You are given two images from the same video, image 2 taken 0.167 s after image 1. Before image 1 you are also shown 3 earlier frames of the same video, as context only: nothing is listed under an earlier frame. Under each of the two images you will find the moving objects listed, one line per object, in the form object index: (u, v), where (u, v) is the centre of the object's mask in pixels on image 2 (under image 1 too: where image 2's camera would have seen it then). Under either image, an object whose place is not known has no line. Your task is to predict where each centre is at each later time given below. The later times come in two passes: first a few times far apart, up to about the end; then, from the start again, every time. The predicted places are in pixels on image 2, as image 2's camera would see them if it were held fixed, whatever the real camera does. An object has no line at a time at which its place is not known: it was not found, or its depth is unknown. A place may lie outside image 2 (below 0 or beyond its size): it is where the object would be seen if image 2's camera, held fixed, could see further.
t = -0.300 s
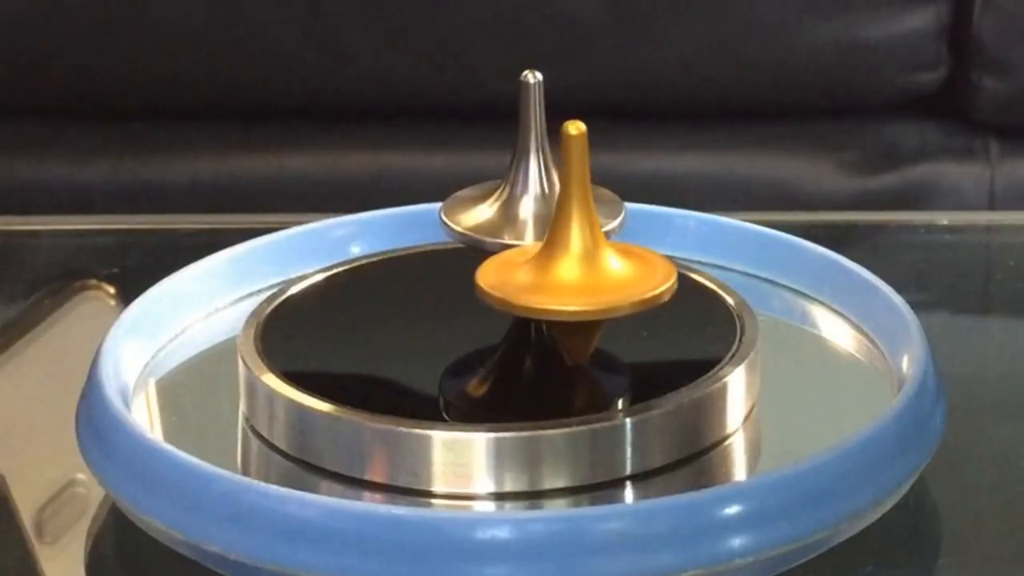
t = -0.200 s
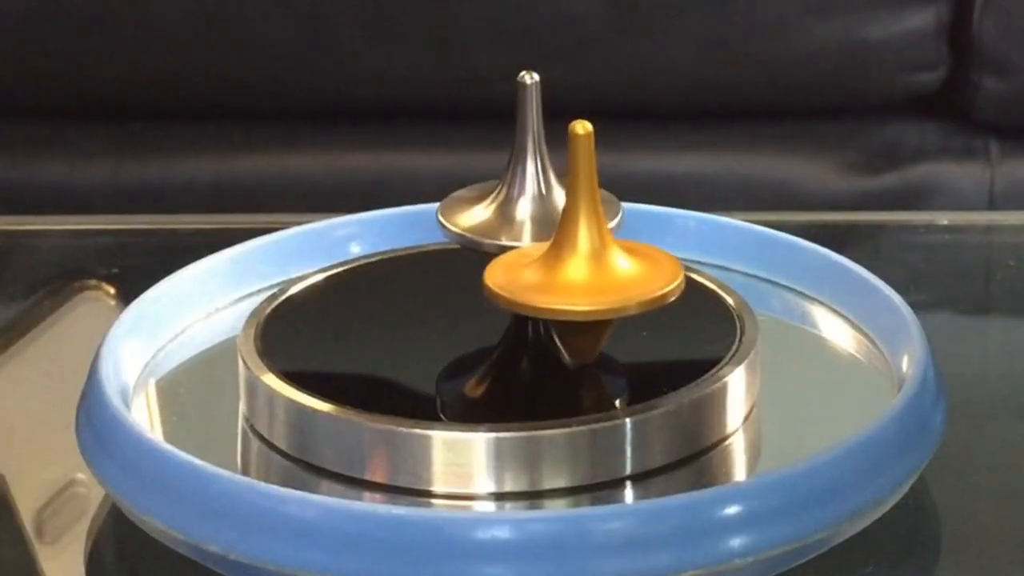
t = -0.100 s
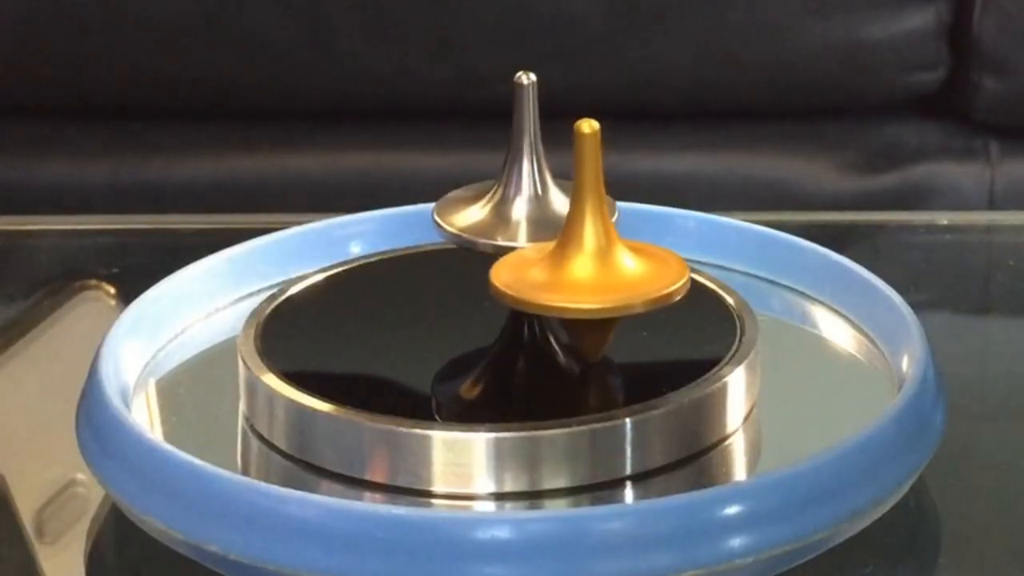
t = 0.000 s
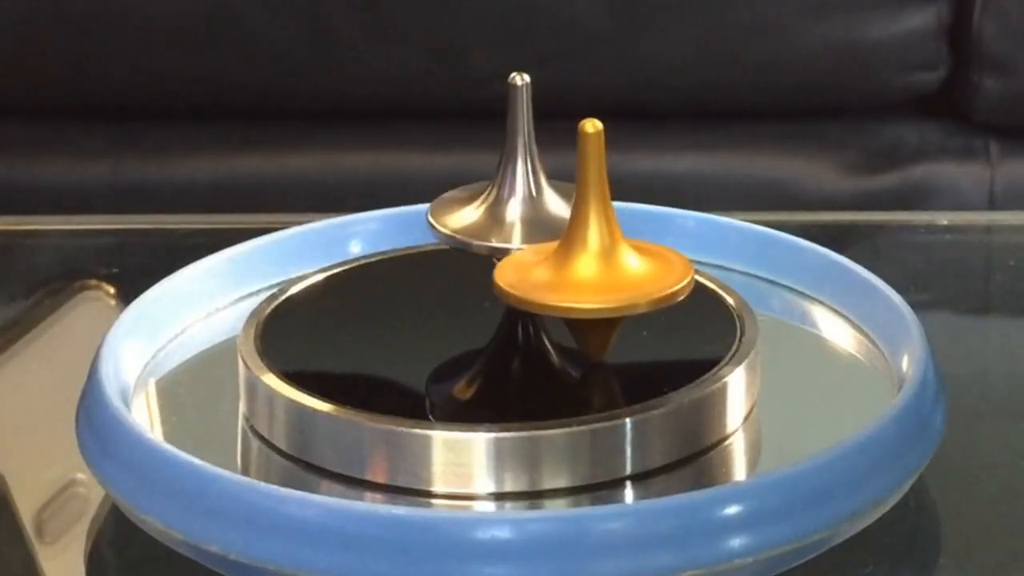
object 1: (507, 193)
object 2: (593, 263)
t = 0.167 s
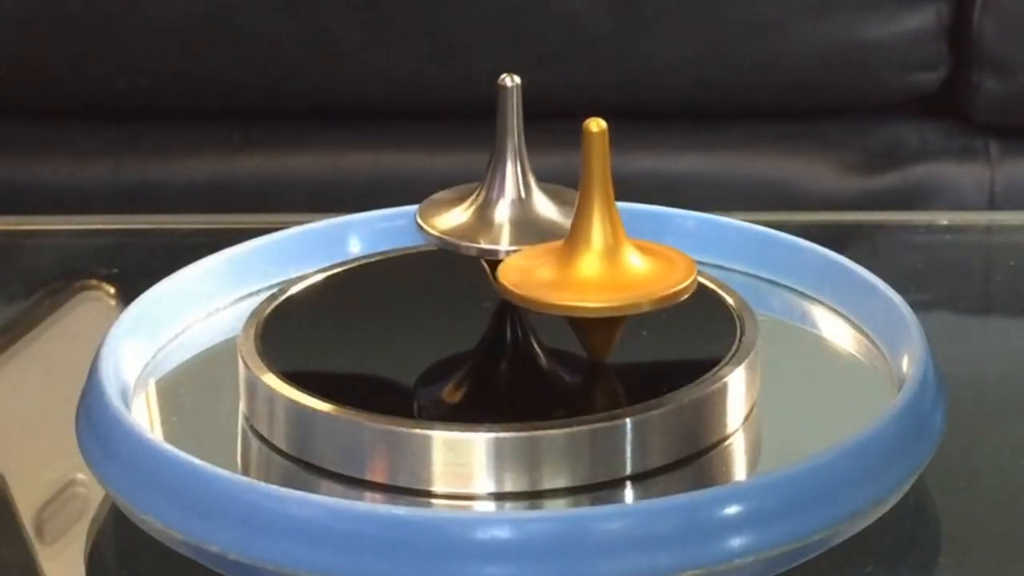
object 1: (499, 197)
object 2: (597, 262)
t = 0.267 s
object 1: (494, 201)
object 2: (597, 262)
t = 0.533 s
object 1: (483, 209)
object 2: (604, 260)
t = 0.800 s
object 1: (478, 212)
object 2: (618, 256)
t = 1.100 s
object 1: (480, 211)
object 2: (640, 245)
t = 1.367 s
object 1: (482, 210)
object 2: (656, 235)
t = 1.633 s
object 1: (482, 211)
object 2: (664, 227)
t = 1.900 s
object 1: (480, 214)
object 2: (666, 224)
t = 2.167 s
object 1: (476, 219)
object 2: (666, 223)
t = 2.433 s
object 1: (474, 223)
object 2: (666, 221)
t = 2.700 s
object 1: (473, 225)
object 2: (665, 218)
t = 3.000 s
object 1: (471, 224)
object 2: (663, 212)
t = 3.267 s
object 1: (470, 223)
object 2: (657, 204)
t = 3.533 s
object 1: (469, 222)
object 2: (651, 198)
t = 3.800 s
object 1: (470, 224)
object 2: (648, 196)
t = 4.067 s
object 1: (475, 228)
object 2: (647, 195)
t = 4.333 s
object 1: (480, 231)
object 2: (646, 194)
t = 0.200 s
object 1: (497, 198)
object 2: (597, 262)
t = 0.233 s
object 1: (495, 199)
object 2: (597, 262)
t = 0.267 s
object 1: (494, 201)
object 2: (597, 262)
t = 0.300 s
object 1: (492, 202)
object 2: (598, 262)
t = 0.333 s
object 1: (490, 203)
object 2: (598, 262)
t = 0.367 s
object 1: (489, 205)
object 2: (600, 261)
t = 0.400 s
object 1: (488, 206)
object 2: (600, 262)
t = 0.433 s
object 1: (486, 207)
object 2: (601, 262)
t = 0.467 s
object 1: (485, 208)
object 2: (602, 261)
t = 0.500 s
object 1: (484, 208)
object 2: (603, 261)
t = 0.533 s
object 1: (483, 209)
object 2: (604, 260)
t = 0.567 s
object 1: (481, 210)
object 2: (605, 260)
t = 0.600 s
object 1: (480, 210)
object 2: (605, 260)
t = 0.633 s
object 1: (480, 211)
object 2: (608, 259)
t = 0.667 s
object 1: (479, 211)
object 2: (610, 259)
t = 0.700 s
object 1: (478, 212)
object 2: (612, 258)
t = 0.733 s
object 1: (478, 212)
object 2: (614, 258)
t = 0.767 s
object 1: (478, 212)
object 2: (616, 257)
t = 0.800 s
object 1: (478, 212)
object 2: (618, 256)
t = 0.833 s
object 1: (478, 212)
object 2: (621, 255)
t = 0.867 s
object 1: (477, 212)
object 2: (623, 254)
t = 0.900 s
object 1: (478, 212)
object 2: (626, 253)
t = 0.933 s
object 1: (478, 212)
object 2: (628, 252)
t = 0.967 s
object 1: (478, 212)
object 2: (631, 251)
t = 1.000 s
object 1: (478, 212)
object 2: (634, 249)
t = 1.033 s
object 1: (479, 211)
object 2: (636, 248)
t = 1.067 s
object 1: (479, 211)
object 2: (638, 246)
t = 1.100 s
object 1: (480, 211)
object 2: (640, 245)
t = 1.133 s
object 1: (480, 211)
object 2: (643, 244)
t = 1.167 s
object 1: (481, 211)
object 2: (645, 243)
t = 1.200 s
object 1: (481, 211)
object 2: (647, 241)
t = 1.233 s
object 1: (481, 210)
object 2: (649, 240)
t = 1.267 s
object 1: (481, 210)
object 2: (651, 239)
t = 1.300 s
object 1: (482, 210)
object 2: (653, 237)
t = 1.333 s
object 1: (482, 210)
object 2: (654, 236)
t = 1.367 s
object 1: (482, 210)
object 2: (656, 235)
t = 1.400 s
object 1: (482, 210)
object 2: (657, 234)
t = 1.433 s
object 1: (482, 210)
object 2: (658, 232)
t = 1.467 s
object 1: (482, 210)
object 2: (660, 231)
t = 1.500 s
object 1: (482, 210)
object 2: (661, 230)
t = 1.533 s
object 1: (482, 210)
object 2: (661, 229)
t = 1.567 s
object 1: (482, 210)
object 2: (662, 228)
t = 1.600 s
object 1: (482, 211)
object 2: (663, 228)
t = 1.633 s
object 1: (482, 211)
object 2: (664, 227)
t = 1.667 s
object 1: (482, 211)
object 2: (664, 226)
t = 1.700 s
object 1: (481, 211)
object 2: (665, 226)
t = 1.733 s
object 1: (481, 211)
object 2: (665, 225)
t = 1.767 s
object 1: (481, 212)
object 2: (666, 225)
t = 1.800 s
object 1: (481, 212)
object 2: (665, 225)
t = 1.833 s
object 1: (480, 213)
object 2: (666, 224)
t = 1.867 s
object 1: (480, 213)
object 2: (666, 224)
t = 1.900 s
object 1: (480, 214)
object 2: (666, 224)
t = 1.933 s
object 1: (479, 214)
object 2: (666, 224)
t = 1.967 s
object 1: (478, 215)
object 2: (666, 224)
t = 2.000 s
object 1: (477, 216)
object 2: (666, 224)
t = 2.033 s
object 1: (477, 216)
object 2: (665, 223)
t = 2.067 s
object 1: (477, 217)
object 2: (666, 223)
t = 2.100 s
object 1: (476, 217)
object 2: (666, 223)
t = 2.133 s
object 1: (476, 218)
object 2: (666, 223)
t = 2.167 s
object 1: (476, 219)
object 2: (666, 223)
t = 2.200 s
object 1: (476, 220)
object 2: (666, 223)
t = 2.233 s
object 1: (475, 220)
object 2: (666, 223)
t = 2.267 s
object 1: (475, 221)
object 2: (666, 222)
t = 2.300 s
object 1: (473, 221)
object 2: (666, 223)
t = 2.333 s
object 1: (474, 222)
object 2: (666, 222)
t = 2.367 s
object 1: (473, 222)
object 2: (665, 221)
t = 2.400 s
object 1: (473, 223)
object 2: (666, 221)
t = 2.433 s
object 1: (474, 223)
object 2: (666, 221)
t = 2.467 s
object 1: (473, 224)
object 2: (666, 221)
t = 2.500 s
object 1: (473, 224)
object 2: (666, 220)
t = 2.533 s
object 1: (473, 224)
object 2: (666, 220)
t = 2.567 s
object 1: (473, 224)
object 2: (666, 220)
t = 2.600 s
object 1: (473, 225)
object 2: (666, 219)
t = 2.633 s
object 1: (473, 225)
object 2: (666, 219)
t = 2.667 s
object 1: (473, 225)
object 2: (666, 219)
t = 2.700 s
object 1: (473, 225)
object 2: (665, 218)
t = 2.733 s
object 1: (472, 225)
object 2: (666, 218)
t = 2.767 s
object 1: (473, 225)
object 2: (666, 217)
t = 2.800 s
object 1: (473, 225)
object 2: (665, 216)
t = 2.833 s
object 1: (472, 225)
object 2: (665, 215)
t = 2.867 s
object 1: (472, 225)
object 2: (665, 215)
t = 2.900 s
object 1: (472, 224)
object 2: (664, 214)
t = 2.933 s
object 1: (472, 224)
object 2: (663, 213)
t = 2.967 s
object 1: (472, 224)
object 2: (663, 213)
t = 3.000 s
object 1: (471, 224)
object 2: (663, 212)
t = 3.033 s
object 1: (472, 224)
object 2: (662, 211)
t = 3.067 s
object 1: (471, 224)
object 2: (661, 210)
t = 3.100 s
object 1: (471, 224)
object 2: (660, 209)
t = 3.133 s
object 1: (470, 223)
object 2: (660, 208)
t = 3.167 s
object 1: (470, 223)
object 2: (659, 207)
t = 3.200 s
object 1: (470, 223)
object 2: (658, 206)
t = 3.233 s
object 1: (470, 223)
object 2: (657, 205)
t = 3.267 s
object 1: (470, 223)
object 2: (657, 204)
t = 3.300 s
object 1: (470, 223)
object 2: (656, 204)
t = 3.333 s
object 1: (469, 223)
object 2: (655, 203)
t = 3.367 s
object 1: (469, 222)
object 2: (654, 202)
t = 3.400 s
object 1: (468, 222)
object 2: (653, 201)
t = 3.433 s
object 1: (469, 222)
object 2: (652, 200)
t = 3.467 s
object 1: (470, 223)
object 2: (652, 200)
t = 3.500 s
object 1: (470, 223)
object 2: (652, 199)
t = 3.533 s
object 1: (469, 222)
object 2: (651, 198)
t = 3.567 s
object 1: (469, 223)
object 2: (650, 198)
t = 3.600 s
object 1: (469, 223)
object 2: (650, 198)
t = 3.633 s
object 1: (470, 223)
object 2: (649, 198)
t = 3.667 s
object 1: (470, 223)
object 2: (649, 197)
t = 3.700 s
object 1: (470, 223)
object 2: (649, 197)
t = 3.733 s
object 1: (470, 224)
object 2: (649, 197)
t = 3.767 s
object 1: (470, 224)
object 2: (648, 196)
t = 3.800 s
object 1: (470, 224)
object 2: (648, 196)
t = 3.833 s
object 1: (471, 225)
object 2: (649, 196)
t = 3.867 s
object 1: (471, 225)
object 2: (648, 196)
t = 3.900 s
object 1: (471, 226)
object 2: (648, 196)
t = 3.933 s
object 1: (472, 226)
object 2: (648, 196)
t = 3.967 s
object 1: (473, 226)
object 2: (648, 195)
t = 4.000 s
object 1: (473, 226)
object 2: (647, 196)
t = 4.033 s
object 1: (474, 227)
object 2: (647, 195)
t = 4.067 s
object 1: (475, 228)
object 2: (647, 195)
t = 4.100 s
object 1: (476, 229)
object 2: (648, 195)
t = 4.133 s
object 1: (476, 229)
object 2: (649, 195)
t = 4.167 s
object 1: (476, 229)
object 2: (647, 195)
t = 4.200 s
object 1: (477, 230)
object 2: (646, 194)
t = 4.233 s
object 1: (478, 230)
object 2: (646, 194)
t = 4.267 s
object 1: (479, 231)
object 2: (646, 194)
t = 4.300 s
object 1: (480, 231)
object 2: (646, 194)
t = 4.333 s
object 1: (480, 231)
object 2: (646, 194)
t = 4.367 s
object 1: (481, 231)
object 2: (646, 194)
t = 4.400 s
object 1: (481, 232)
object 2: (645, 193)
